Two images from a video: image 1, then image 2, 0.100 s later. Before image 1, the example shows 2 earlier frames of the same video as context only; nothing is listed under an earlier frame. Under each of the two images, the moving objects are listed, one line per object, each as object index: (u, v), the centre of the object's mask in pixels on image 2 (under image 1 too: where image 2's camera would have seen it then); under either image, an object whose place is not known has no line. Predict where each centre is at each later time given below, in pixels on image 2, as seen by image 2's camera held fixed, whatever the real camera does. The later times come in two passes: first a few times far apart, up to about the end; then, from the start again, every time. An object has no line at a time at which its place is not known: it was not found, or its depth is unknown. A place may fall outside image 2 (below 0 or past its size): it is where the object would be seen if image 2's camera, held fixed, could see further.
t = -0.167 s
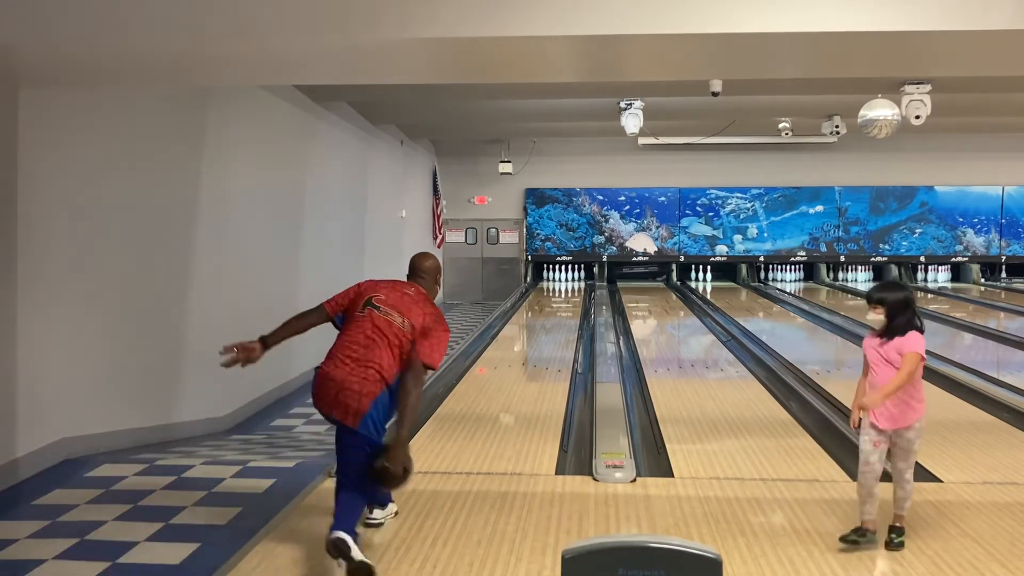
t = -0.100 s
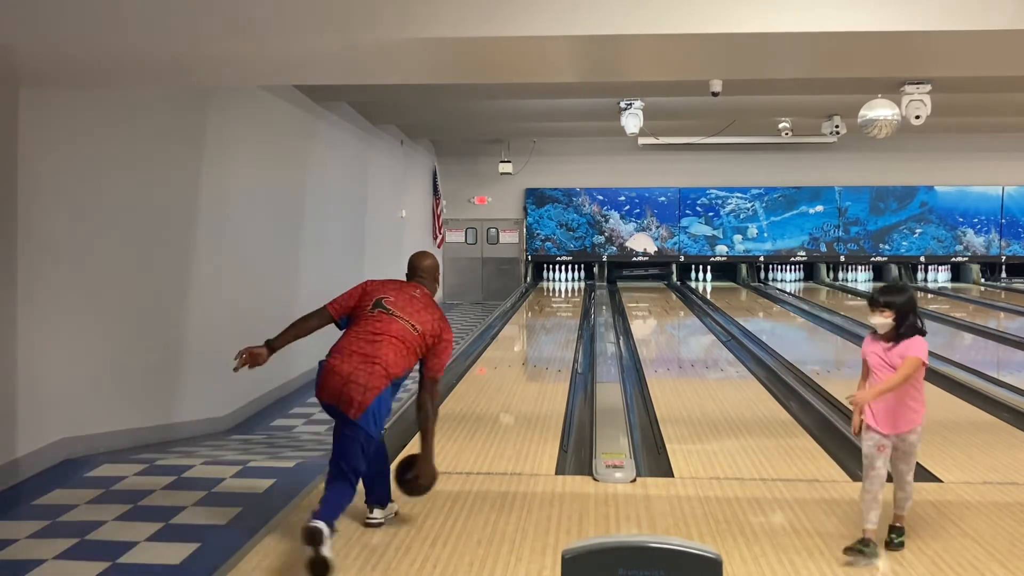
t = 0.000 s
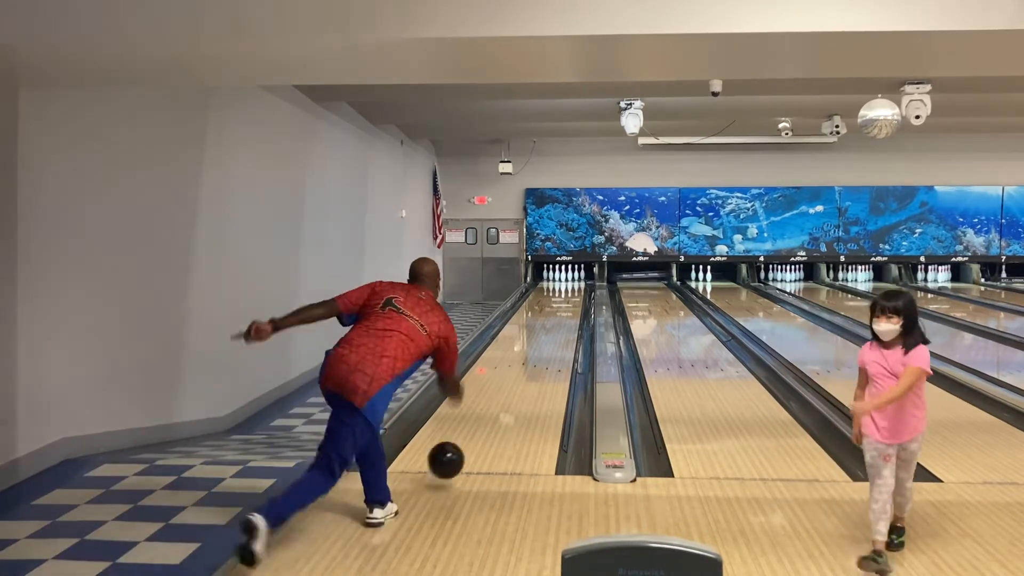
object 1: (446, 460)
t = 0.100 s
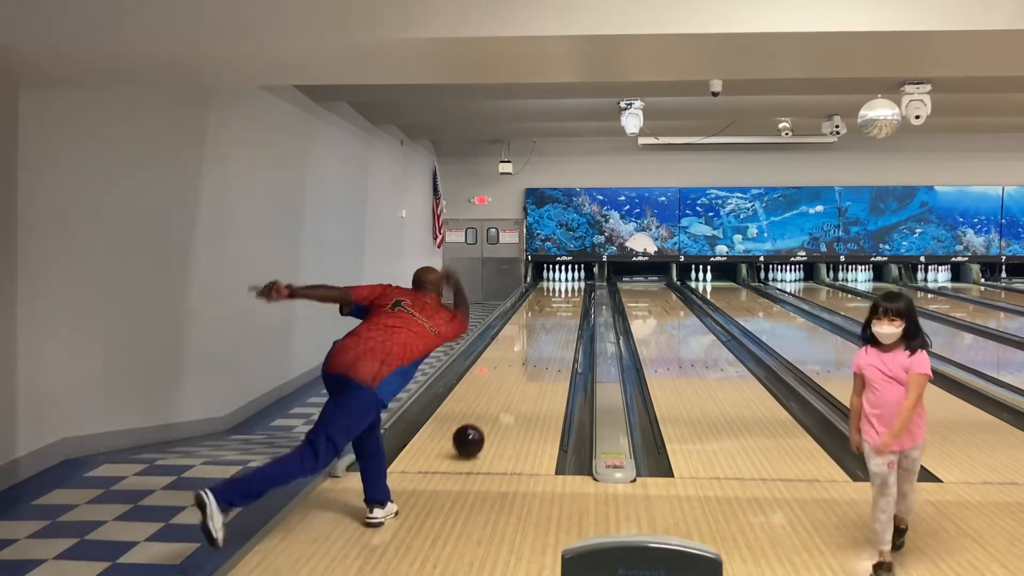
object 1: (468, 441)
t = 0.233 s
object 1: (491, 412)
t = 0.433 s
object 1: (515, 380)
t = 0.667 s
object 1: (534, 353)
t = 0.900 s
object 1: (547, 334)
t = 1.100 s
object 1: (556, 321)
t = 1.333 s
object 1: (564, 309)
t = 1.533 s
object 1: (569, 302)
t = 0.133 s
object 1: (475, 433)
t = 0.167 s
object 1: (480, 426)
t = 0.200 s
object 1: (486, 419)
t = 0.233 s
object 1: (491, 412)
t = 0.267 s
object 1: (495, 406)
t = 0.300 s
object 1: (500, 400)
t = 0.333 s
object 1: (504, 395)
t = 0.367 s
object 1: (508, 389)
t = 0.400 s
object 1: (511, 385)
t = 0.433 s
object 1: (515, 380)
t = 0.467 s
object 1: (518, 375)
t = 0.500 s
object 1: (521, 371)
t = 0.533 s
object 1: (524, 367)
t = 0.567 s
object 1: (526, 363)
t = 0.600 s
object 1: (529, 360)
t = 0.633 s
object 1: (531, 357)
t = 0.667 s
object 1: (534, 353)
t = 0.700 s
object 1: (536, 350)
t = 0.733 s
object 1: (538, 347)
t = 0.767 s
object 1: (540, 344)
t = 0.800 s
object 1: (542, 342)
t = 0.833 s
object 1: (544, 339)
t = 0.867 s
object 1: (546, 336)
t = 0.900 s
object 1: (547, 334)
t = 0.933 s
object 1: (549, 332)
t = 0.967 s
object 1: (551, 330)
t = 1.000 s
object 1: (552, 327)
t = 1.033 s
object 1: (553, 325)
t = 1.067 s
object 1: (555, 323)
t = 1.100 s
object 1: (556, 321)
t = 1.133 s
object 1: (557, 319)
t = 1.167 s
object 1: (559, 318)
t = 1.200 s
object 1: (560, 316)
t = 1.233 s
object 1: (561, 314)
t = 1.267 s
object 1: (562, 313)
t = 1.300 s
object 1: (563, 311)
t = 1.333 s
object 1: (564, 309)
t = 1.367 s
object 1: (565, 308)
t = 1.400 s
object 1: (566, 307)
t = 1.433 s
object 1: (566, 305)
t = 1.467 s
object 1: (567, 304)
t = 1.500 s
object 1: (568, 303)
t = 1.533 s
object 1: (569, 302)
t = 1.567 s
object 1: (570, 301)
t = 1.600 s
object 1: (570, 299)
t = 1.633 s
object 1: (571, 298)
